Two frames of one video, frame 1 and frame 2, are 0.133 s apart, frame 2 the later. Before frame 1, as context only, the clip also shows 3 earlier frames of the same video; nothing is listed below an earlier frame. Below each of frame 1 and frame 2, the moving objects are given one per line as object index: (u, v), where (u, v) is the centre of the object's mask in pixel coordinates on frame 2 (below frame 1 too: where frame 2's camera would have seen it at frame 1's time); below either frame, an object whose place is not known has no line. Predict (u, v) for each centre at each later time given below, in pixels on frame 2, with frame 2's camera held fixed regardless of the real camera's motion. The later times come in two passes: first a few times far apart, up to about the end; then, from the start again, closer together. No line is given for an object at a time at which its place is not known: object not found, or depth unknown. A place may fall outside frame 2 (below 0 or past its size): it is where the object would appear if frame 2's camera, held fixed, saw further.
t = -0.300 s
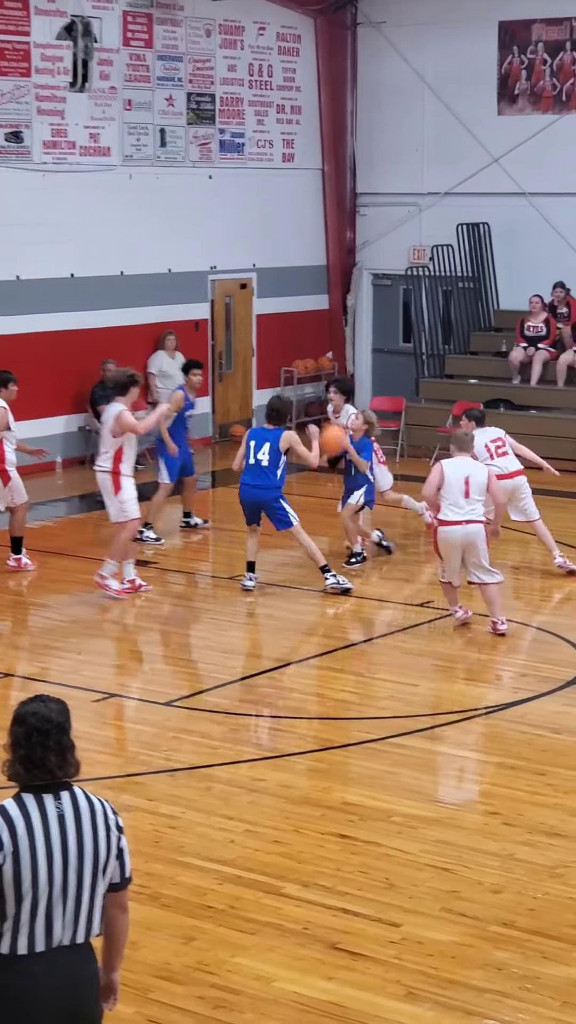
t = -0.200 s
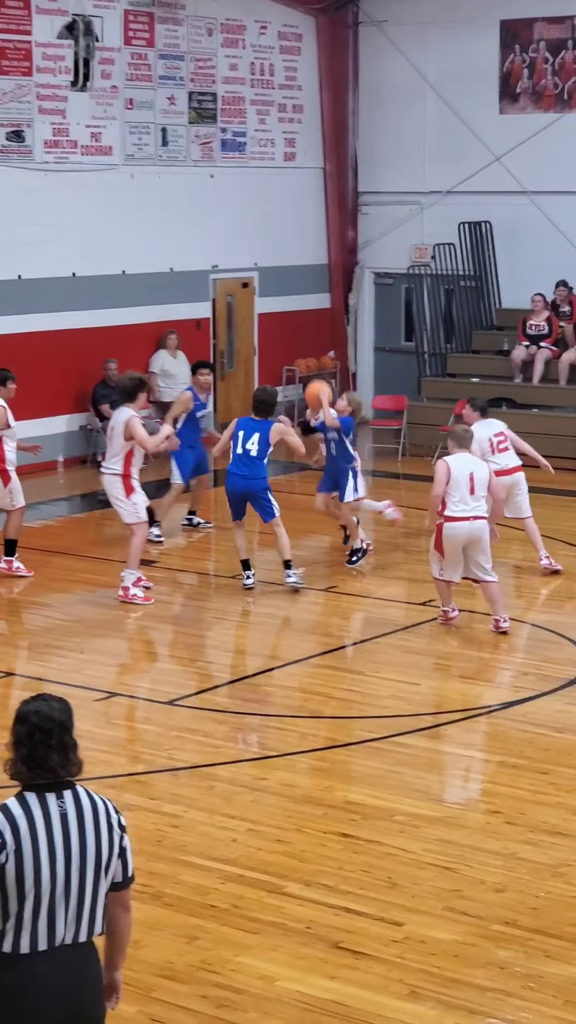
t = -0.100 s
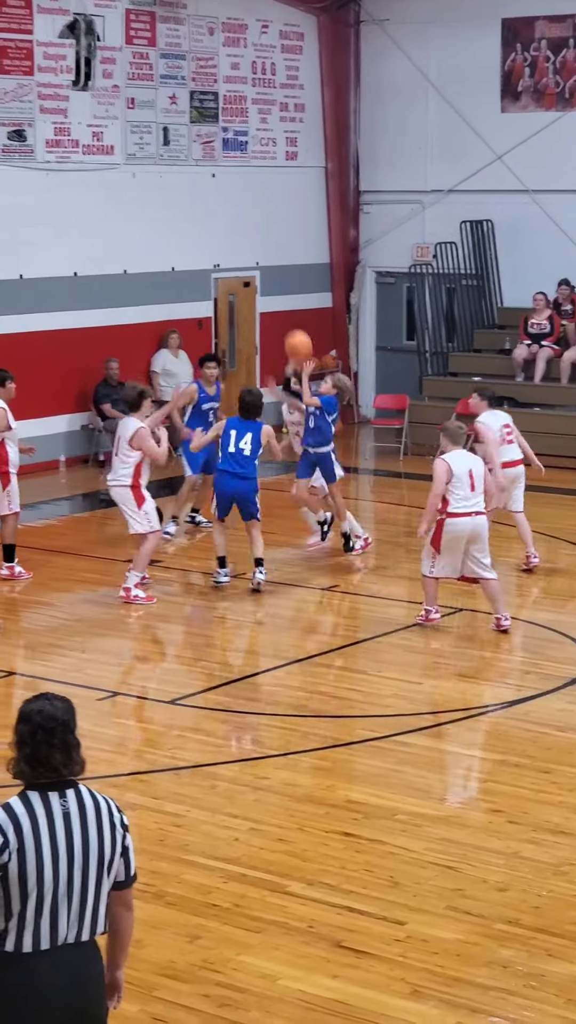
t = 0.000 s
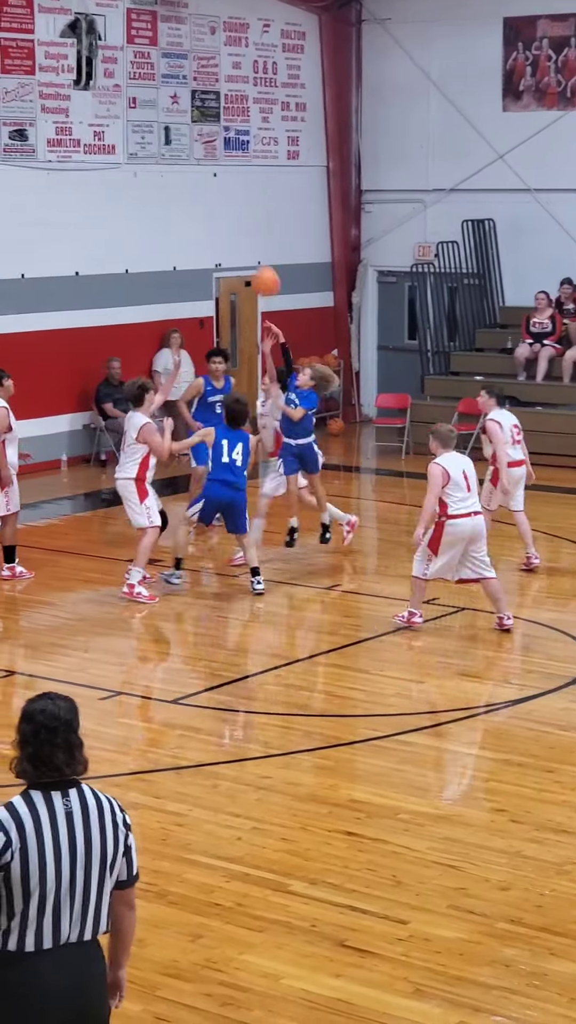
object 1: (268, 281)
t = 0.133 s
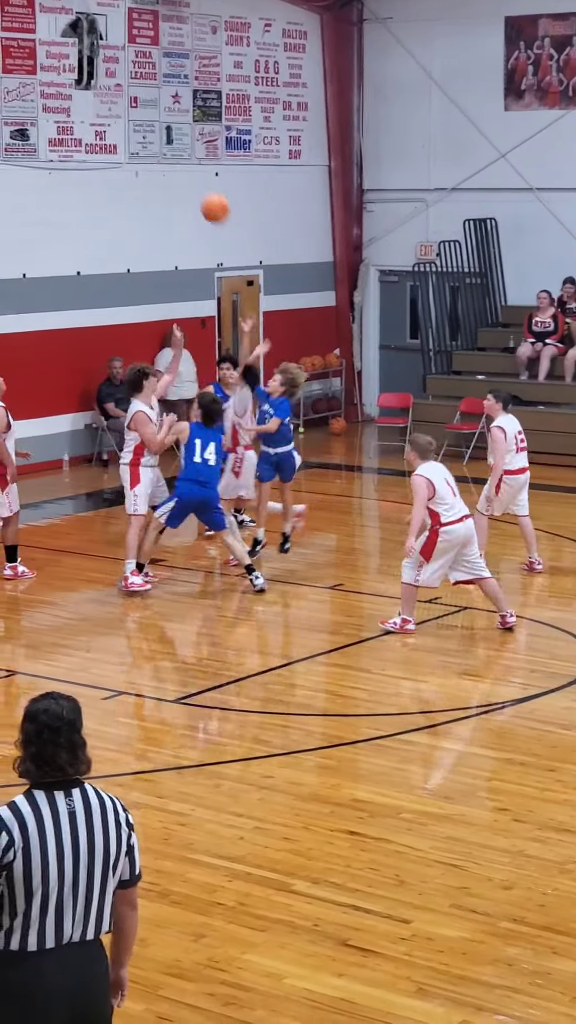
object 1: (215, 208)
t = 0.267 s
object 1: (163, 156)
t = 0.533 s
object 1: (57, 113)
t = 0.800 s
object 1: (-50, 153)
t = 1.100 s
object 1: (-104, 164)
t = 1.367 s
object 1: (-64, 165)
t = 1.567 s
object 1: (-22, 219)
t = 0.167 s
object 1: (202, 193)
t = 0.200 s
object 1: (189, 180)
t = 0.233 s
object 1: (176, 167)
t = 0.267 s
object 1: (163, 156)
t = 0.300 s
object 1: (150, 146)
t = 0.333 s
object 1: (137, 138)
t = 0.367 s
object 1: (124, 130)
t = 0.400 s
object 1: (111, 125)
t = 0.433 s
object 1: (98, 120)
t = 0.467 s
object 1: (83, 115)
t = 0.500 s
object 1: (71, 114)
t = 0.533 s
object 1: (57, 113)
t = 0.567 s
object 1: (44, 113)
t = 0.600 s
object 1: (30, 115)
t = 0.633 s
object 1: (17, 118)
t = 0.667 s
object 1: (4, 122)
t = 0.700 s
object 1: (-10, 128)
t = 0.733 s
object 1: (-23, 135)
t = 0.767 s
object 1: (-37, 143)
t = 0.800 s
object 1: (-50, 153)
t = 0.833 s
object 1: (-63, 164)
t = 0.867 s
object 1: (-76, 177)
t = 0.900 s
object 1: (-89, 191)
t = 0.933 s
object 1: (-100, 202)
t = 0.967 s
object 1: (-102, 193)
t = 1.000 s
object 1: (-102, 184)
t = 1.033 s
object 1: (-103, 176)
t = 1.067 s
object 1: (-103, 170)
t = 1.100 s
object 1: (-104, 164)
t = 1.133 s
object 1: (-104, 161)
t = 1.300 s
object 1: (-78, 157)
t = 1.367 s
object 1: (-64, 165)
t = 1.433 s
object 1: (-50, 178)
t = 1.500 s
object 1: (-37, 196)
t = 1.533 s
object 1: (-29, 207)
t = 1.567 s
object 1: (-22, 219)
